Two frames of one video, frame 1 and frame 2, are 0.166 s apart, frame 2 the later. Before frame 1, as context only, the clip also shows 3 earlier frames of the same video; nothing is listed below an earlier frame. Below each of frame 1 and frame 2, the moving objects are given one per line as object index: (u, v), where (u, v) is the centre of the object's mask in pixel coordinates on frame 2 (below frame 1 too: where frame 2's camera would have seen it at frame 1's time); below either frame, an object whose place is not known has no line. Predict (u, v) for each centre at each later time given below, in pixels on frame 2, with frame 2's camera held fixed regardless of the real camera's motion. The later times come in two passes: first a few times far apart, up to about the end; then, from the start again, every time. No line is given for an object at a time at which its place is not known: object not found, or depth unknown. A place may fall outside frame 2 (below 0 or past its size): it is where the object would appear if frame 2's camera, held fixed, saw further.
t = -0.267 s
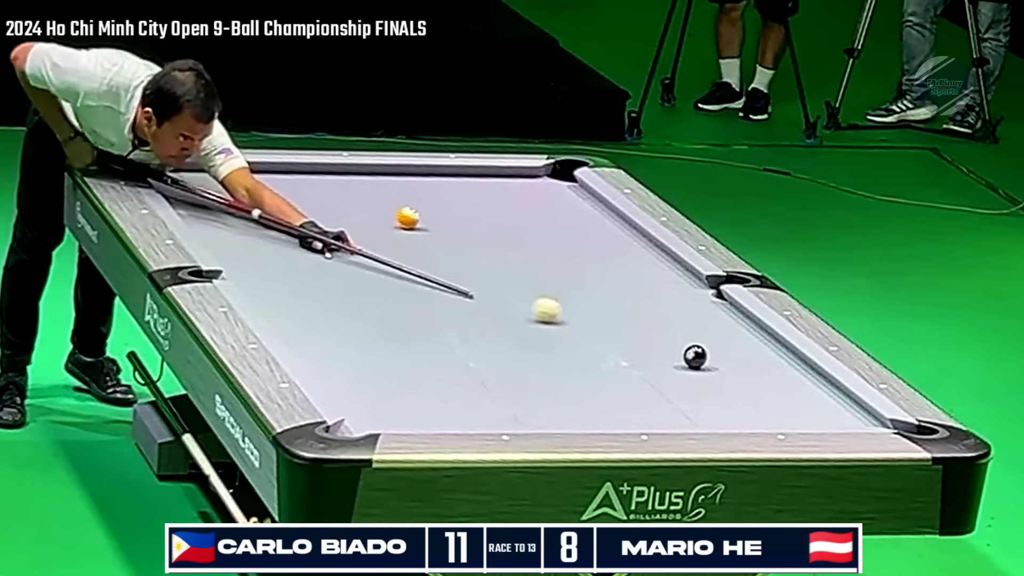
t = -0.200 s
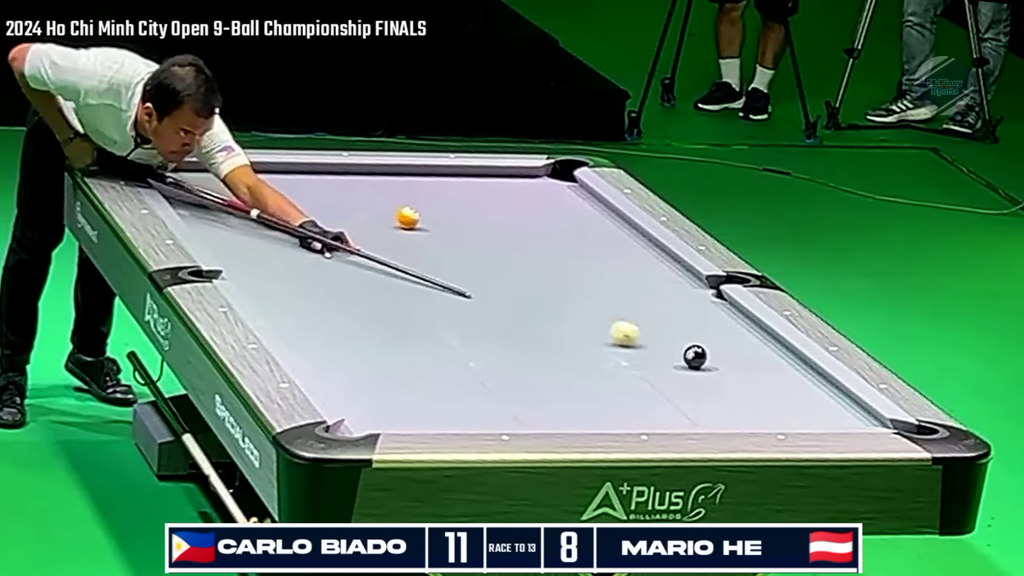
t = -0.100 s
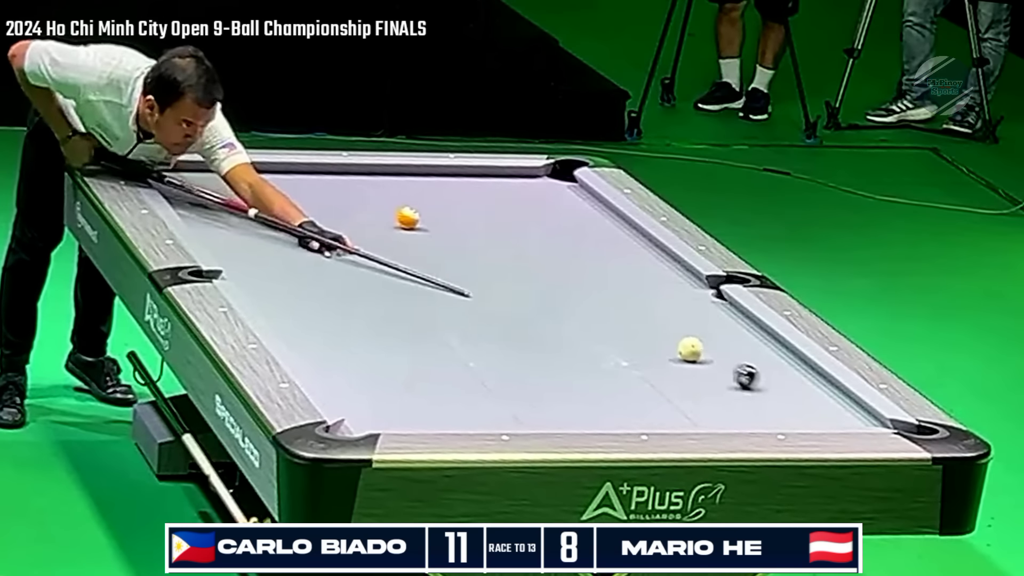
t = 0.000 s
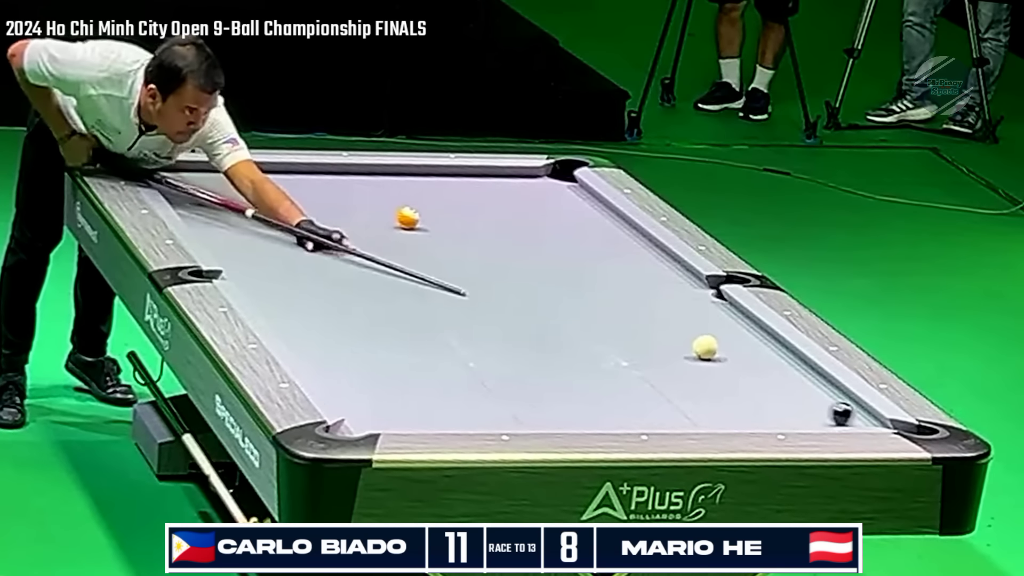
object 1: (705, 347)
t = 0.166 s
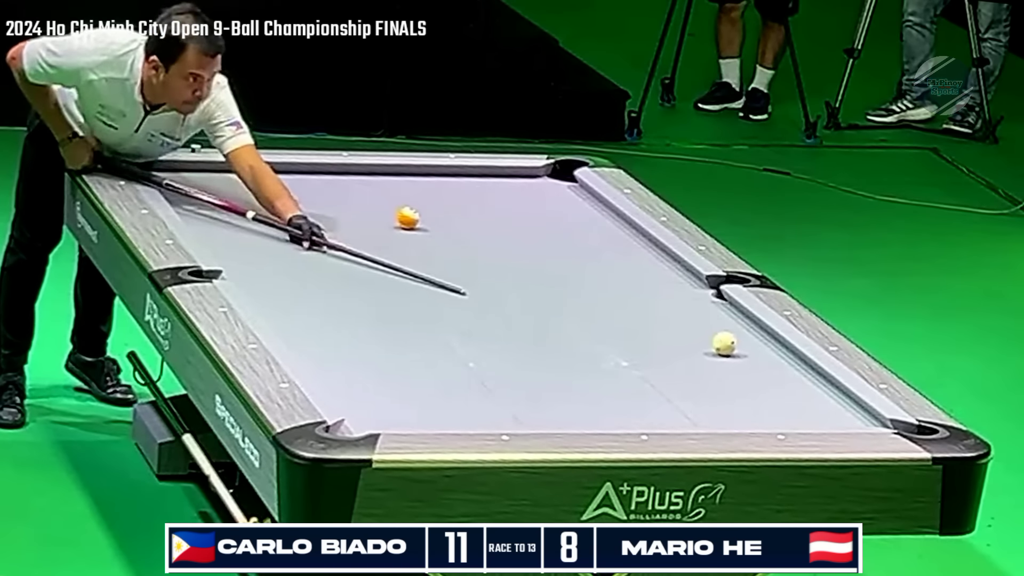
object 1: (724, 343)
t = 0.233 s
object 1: (732, 342)
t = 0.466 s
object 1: (757, 337)
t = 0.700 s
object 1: (751, 331)
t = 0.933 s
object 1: (730, 326)
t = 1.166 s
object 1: (710, 320)
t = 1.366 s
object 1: (694, 315)
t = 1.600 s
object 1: (677, 311)
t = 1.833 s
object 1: (662, 307)
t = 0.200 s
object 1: (728, 342)
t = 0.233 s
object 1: (732, 342)
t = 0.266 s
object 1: (735, 341)
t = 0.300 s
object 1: (739, 340)
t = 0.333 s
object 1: (743, 340)
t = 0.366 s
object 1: (746, 339)
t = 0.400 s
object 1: (750, 338)
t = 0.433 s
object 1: (754, 338)
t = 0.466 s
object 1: (757, 337)
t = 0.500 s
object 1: (761, 336)
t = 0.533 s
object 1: (764, 336)
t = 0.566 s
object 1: (765, 335)
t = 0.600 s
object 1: (761, 334)
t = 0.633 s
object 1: (757, 333)
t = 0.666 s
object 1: (755, 332)
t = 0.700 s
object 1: (751, 331)
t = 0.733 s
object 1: (748, 330)
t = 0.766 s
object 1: (745, 329)
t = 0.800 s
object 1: (742, 329)
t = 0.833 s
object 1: (739, 328)
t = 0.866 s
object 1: (736, 327)
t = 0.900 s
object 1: (733, 326)
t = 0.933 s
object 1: (730, 326)
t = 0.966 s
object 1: (727, 324)
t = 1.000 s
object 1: (725, 324)
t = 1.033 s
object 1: (722, 323)
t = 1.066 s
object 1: (719, 322)
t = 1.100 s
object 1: (716, 321)
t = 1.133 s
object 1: (713, 320)
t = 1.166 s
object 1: (710, 320)
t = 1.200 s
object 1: (708, 319)
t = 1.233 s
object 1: (705, 318)
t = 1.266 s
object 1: (702, 317)
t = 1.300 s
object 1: (699, 317)
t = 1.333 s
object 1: (697, 316)
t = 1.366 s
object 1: (694, 315)
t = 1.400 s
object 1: (692, 315)
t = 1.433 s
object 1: (690, 314)
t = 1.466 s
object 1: (688, 313)
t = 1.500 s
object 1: (684, 313)
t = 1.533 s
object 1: (682, 312)
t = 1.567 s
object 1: (680, 312)
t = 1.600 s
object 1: (677, 311)
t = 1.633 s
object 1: (675, 310)
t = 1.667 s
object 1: (673, 309)
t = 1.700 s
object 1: (670, 309)
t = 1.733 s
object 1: (668, 308)
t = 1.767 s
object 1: (666, 308)
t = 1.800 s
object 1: (664, 307)
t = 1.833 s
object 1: (662, 307)
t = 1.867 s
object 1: (660, 306)
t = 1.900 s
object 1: (657, 305)
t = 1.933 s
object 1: (656, 305)
